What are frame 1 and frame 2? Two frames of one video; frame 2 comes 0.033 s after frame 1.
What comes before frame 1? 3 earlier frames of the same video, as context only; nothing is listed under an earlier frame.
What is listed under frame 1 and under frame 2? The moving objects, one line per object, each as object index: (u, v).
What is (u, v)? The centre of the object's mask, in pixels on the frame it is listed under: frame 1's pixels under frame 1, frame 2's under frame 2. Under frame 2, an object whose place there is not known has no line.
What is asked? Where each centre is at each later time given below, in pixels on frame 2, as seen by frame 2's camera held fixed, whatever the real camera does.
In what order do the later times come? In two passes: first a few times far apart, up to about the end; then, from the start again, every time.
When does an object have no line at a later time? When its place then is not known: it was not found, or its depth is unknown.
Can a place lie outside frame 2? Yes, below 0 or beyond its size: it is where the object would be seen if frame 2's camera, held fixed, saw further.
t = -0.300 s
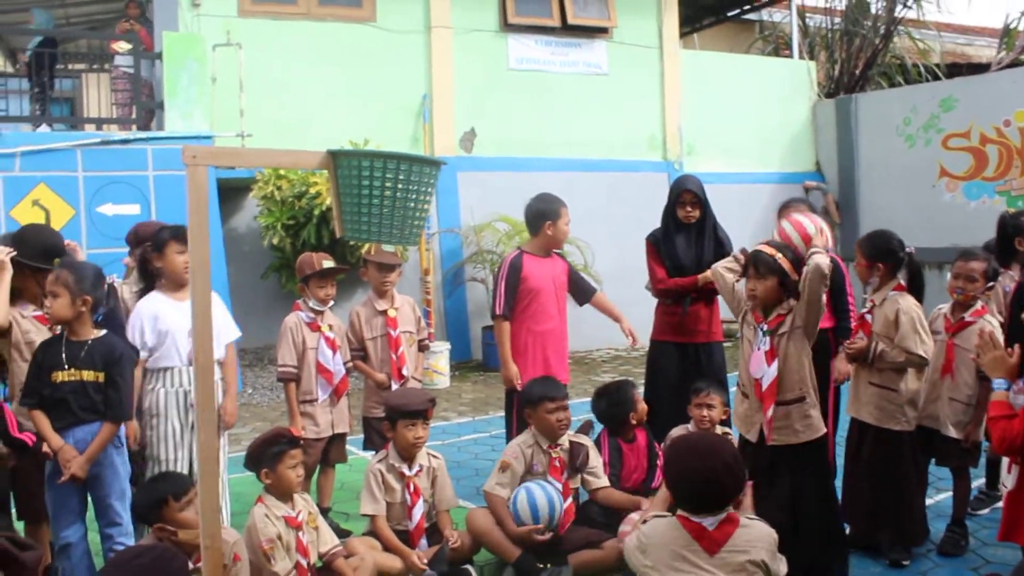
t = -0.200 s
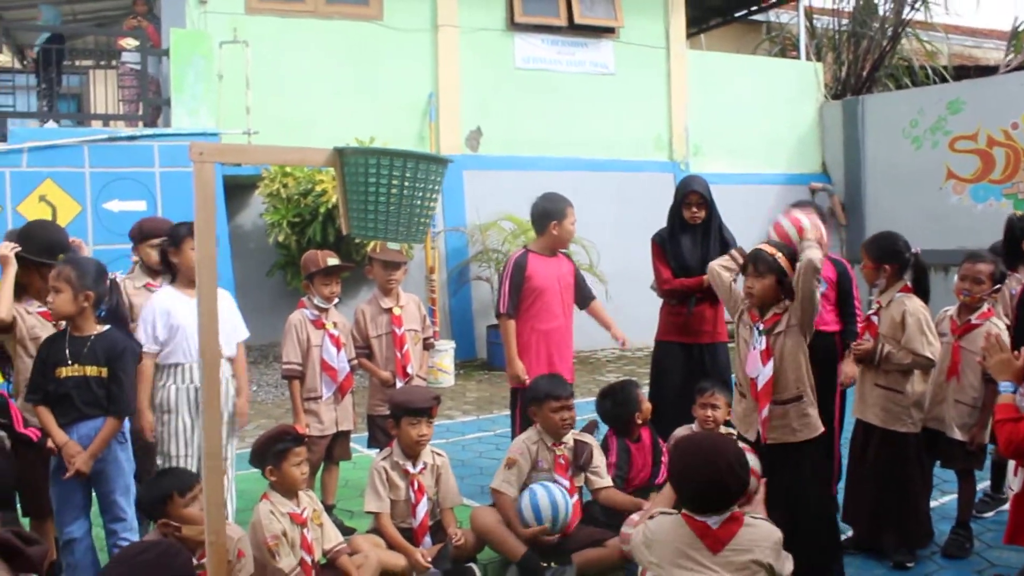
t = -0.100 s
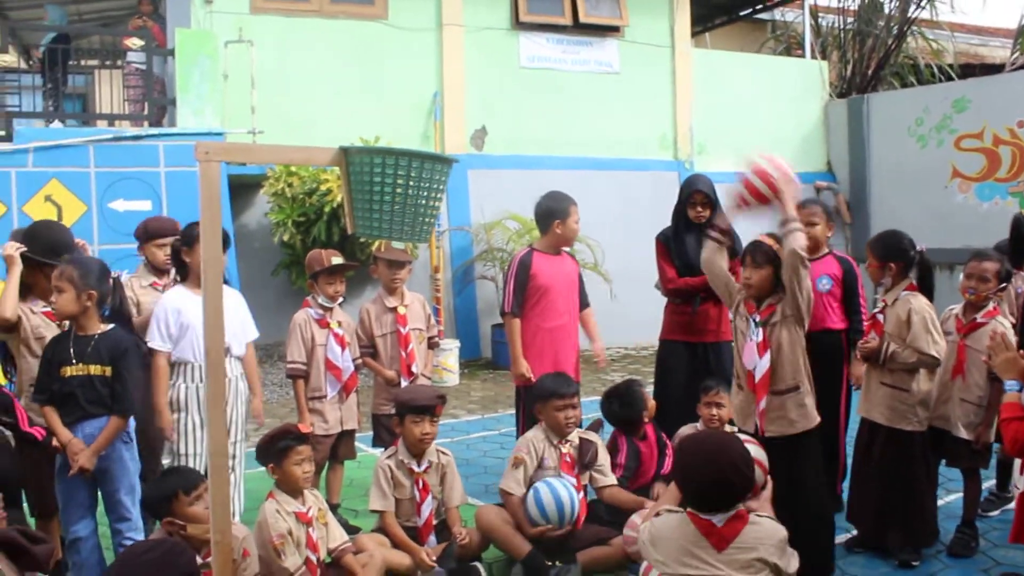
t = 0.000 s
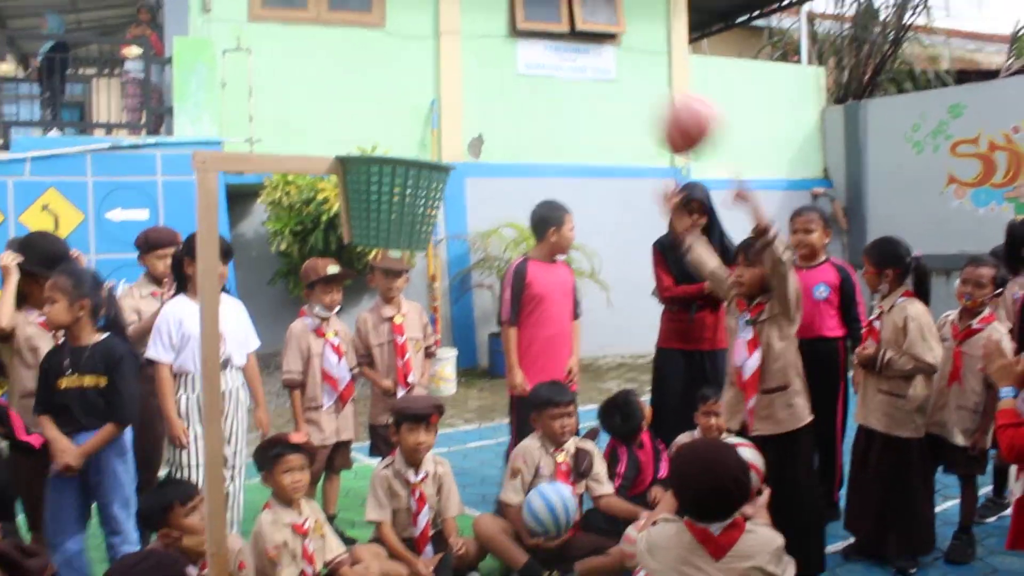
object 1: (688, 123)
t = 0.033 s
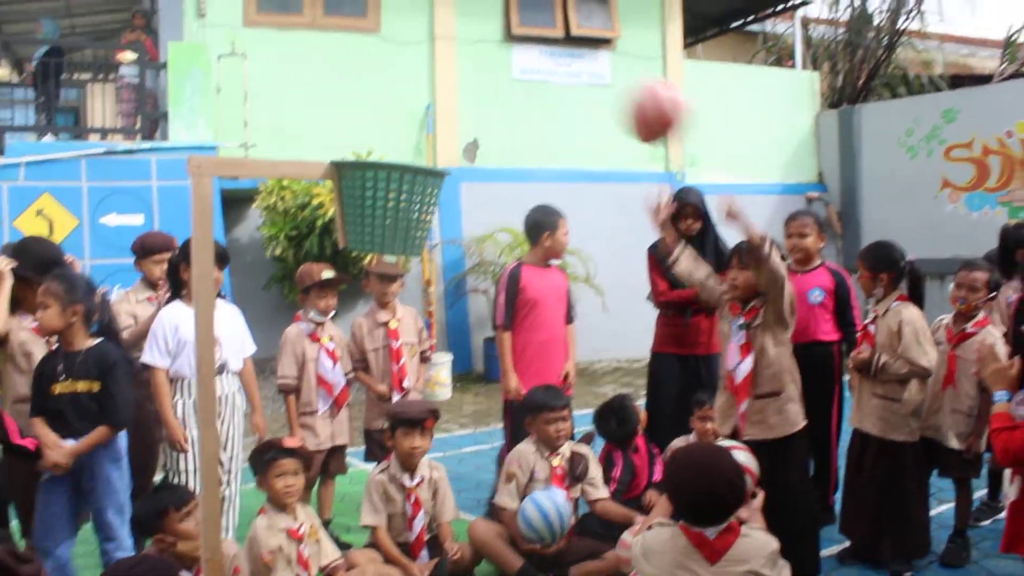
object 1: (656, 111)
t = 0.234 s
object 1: (480, 86)
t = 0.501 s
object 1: (431, 137)
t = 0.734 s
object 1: (463, 139)
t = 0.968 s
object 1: (522, 228)
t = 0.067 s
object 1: (628, 97)
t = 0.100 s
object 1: (600, 84)
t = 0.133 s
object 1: (570, 78)
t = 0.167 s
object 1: (540, 75)
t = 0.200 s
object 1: (511, 78)
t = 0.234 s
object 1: (480, 86)
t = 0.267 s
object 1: (449, 96)
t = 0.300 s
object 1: (418, 110)
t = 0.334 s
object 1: (388, 127)
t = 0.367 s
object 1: (378, 135)
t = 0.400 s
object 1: (400, 134)
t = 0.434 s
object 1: (414, 137)
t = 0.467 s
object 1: (424, 138)
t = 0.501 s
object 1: (431, 137)
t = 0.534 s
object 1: (437, 137)
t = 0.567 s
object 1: (441, 135)
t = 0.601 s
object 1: (445, 134)
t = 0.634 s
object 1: (448, 133)
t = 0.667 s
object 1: (452, 134)
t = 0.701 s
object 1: (457, 136)
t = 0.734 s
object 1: (463, 139)
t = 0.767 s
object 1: (470, 143)
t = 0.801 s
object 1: (479, 148)
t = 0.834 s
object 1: (487, 156)
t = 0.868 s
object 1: (496, 167)
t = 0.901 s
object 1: (504, 183)
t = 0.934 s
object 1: (514, 206)
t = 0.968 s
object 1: (522, 228)
